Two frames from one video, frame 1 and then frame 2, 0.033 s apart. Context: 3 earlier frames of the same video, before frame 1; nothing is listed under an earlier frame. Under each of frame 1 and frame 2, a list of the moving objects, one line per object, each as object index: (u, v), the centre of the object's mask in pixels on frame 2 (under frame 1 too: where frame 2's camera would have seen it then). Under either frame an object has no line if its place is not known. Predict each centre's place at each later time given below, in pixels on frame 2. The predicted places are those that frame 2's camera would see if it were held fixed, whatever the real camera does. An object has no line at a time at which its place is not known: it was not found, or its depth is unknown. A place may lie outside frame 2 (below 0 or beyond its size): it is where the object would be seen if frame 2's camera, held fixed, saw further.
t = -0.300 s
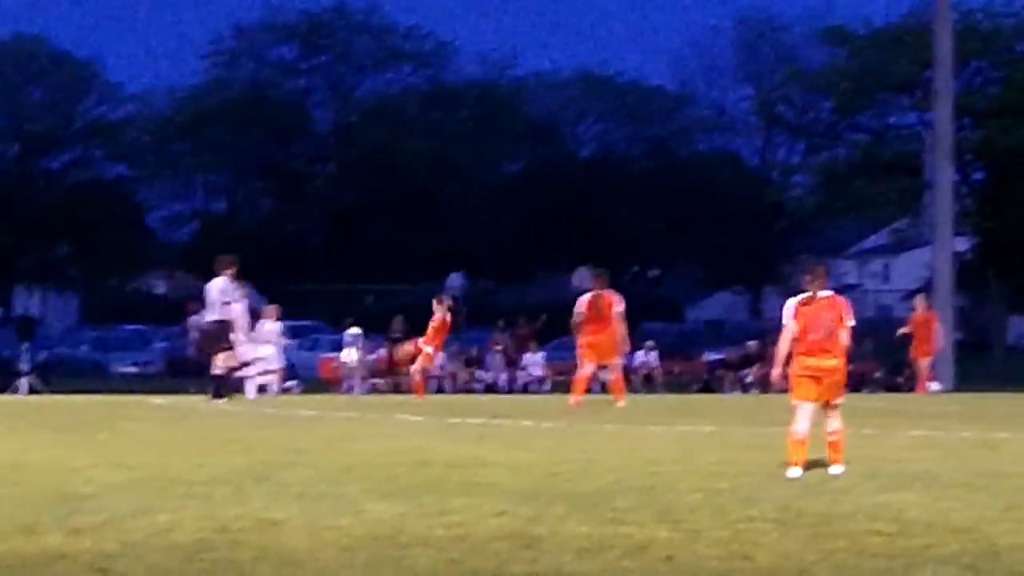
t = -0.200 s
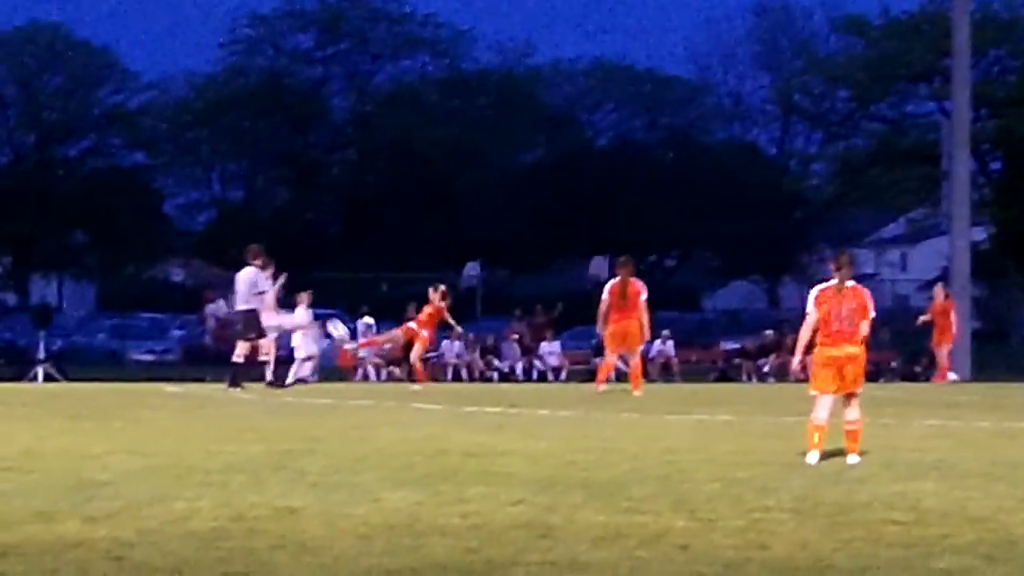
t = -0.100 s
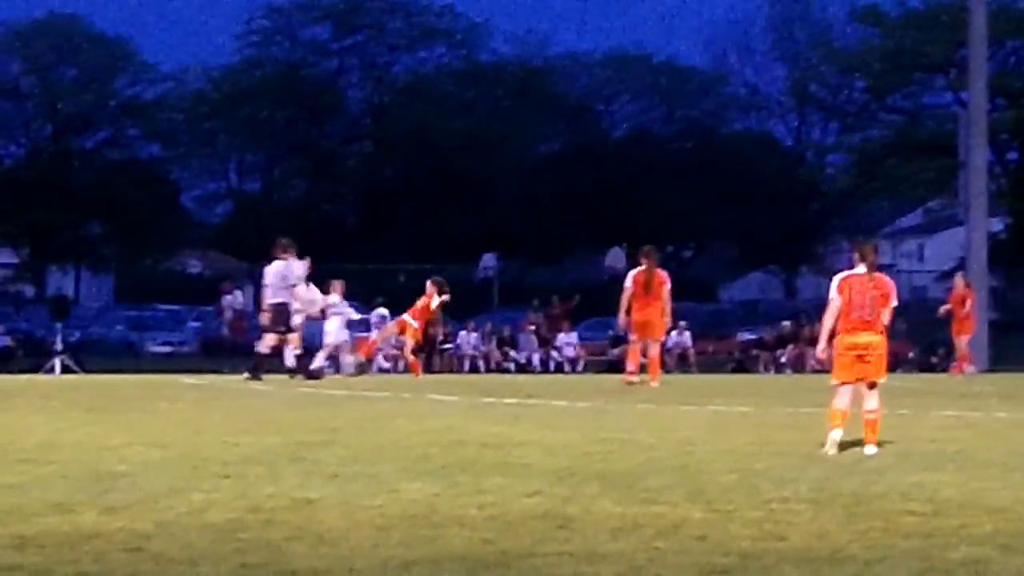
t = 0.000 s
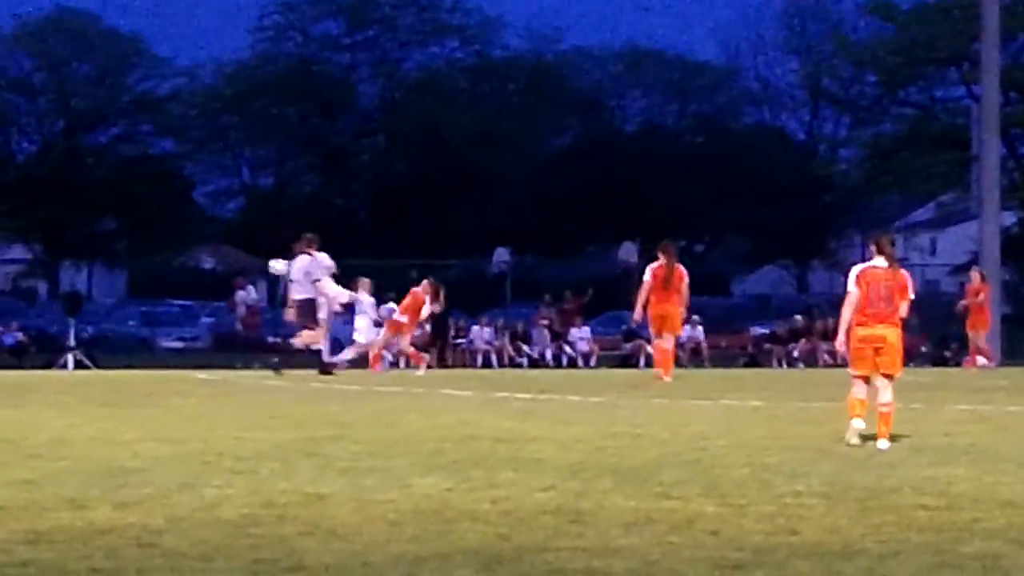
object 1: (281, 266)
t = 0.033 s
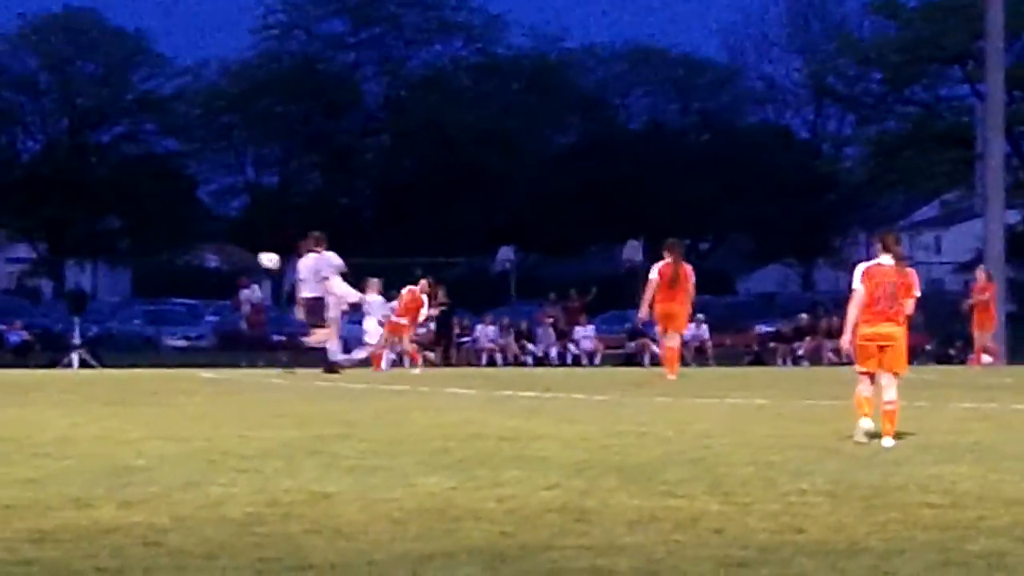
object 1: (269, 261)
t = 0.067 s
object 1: (255, 256)
